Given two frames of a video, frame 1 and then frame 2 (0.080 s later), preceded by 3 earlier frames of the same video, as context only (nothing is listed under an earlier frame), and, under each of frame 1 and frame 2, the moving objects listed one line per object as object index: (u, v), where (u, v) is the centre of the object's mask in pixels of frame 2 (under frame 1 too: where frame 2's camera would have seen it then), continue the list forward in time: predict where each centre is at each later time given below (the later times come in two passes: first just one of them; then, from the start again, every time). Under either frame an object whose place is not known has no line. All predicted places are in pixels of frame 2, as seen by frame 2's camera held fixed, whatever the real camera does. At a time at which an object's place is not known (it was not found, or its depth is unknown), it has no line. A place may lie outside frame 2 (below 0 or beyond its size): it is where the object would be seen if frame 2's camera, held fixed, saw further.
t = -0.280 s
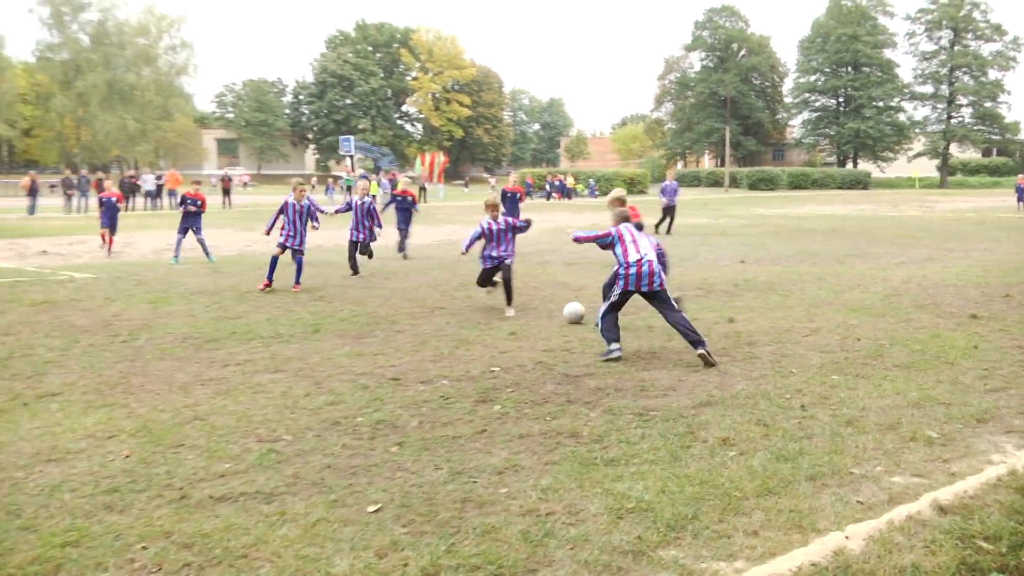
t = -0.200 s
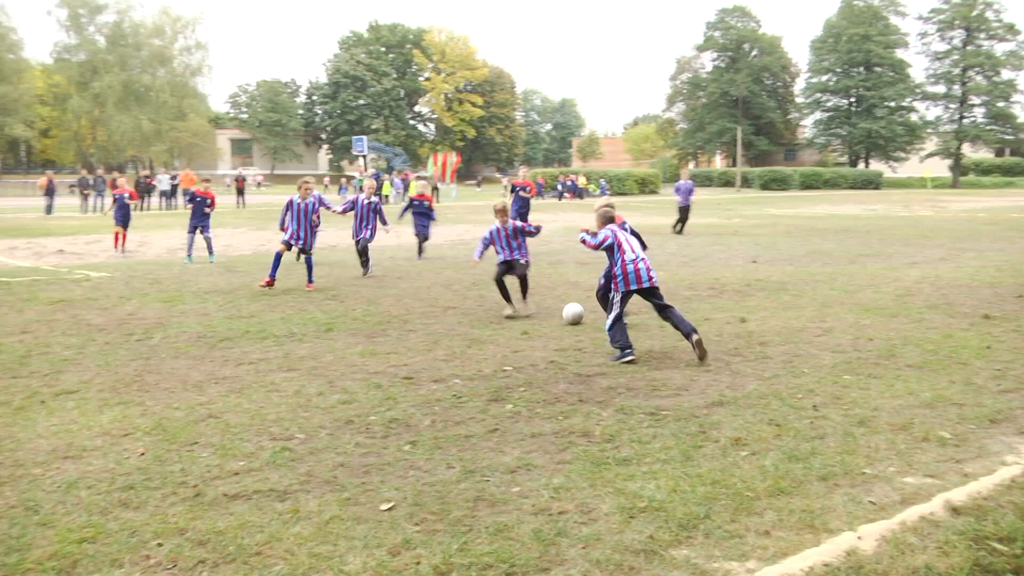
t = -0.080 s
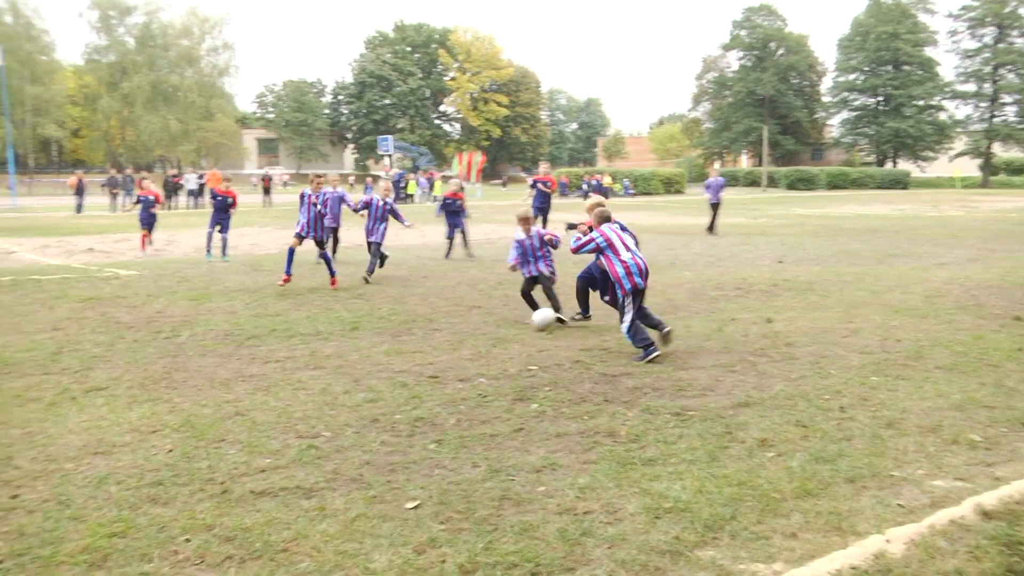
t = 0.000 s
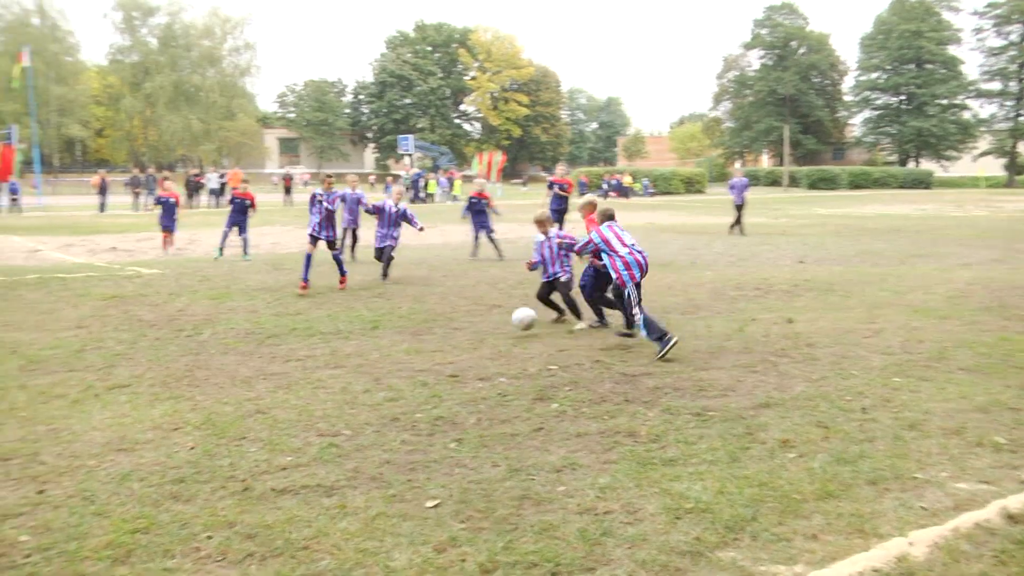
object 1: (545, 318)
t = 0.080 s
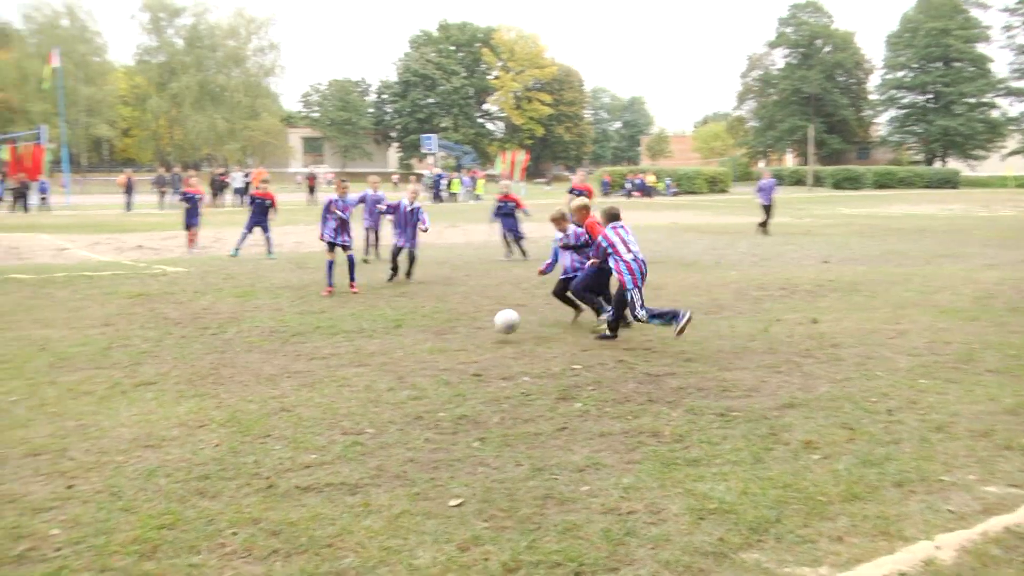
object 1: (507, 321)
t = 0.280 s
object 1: (406, 335)
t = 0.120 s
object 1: (486, 325)
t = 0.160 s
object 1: (465, 332)
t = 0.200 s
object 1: (442, 340)
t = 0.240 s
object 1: (424, 338)
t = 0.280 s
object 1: (406, 335)
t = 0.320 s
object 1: (388, 335)
